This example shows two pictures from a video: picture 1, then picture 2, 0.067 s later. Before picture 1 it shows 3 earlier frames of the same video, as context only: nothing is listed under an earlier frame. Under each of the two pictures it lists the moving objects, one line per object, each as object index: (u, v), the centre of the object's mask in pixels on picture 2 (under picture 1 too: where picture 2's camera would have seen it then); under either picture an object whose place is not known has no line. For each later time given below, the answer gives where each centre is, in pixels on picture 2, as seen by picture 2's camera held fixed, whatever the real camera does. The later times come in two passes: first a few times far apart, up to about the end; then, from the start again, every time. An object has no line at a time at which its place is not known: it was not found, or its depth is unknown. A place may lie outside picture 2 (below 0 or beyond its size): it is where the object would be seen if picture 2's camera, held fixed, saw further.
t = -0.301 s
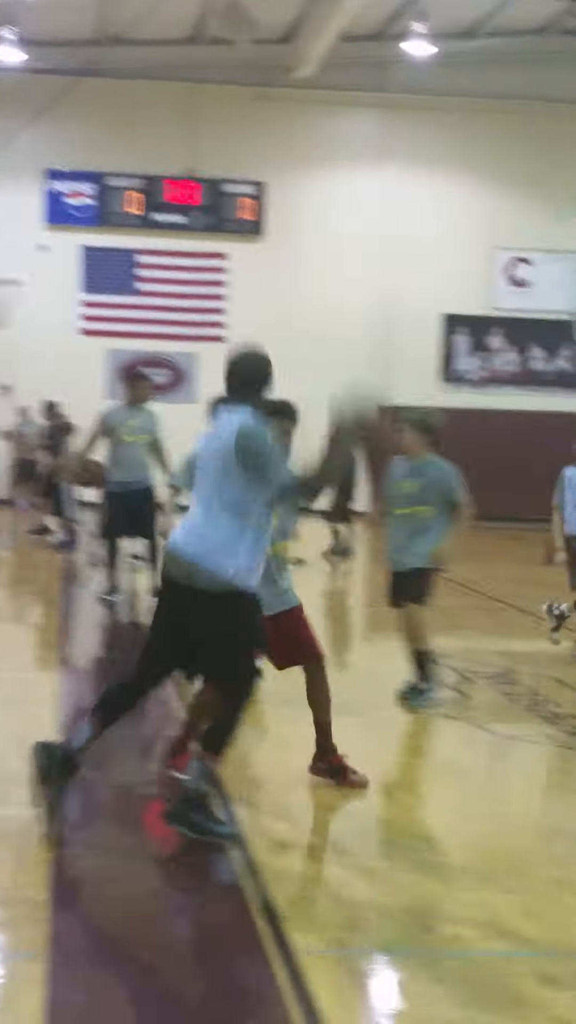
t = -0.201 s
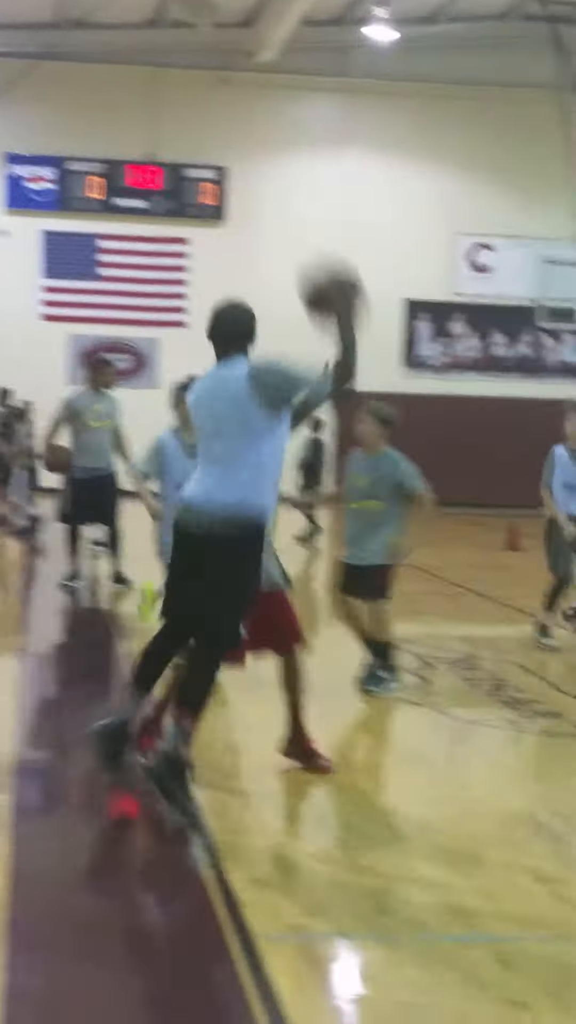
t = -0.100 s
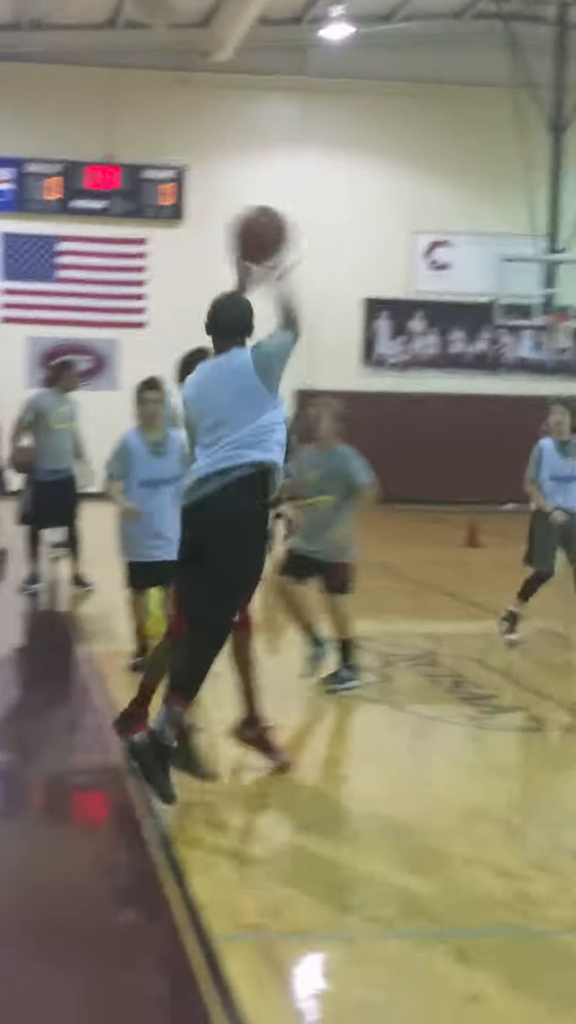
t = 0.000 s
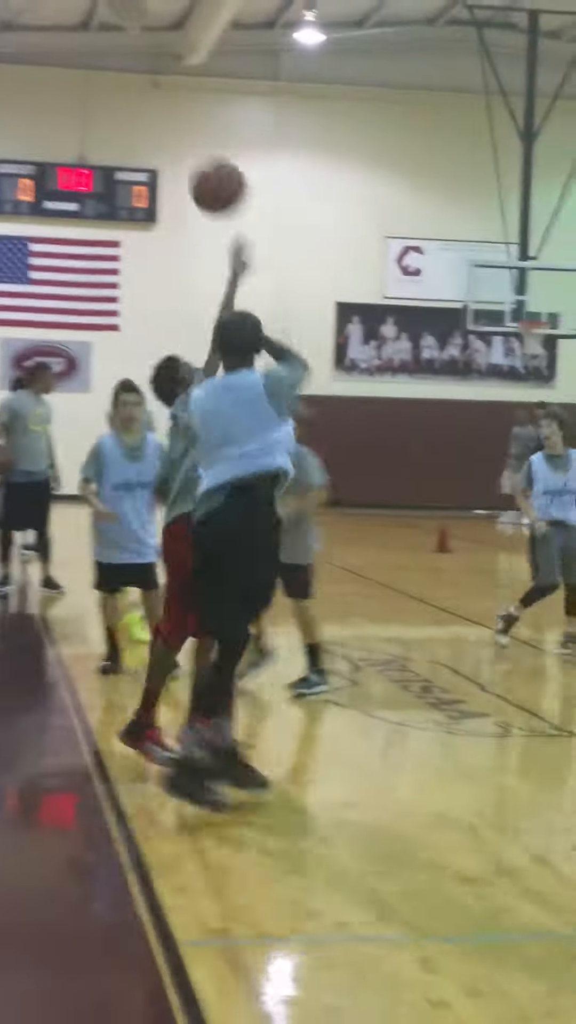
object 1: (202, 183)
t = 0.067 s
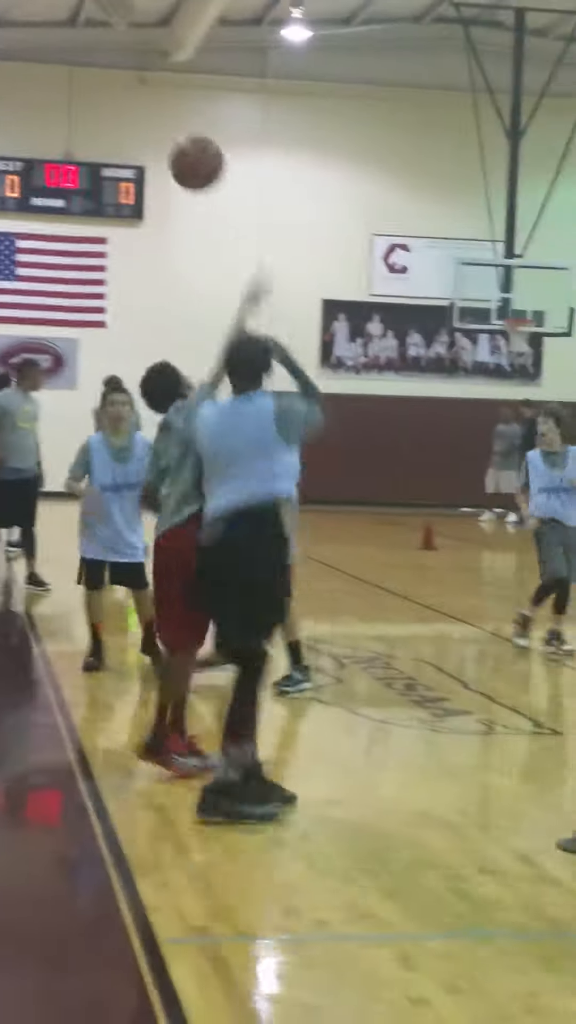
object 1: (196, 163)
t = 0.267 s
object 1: (177, 162)
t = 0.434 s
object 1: (162, 216)
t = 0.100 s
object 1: (194, 156)
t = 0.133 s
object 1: (192, 153)
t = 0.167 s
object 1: (189, 152)
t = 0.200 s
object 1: (185, 152)
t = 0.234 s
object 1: (180, 156)
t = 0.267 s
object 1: (177, 162)
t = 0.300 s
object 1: (174, 170)
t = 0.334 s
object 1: (170, 178)
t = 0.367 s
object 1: (167, 188)
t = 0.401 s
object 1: (165, 203)
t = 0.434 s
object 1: (162, 216)
